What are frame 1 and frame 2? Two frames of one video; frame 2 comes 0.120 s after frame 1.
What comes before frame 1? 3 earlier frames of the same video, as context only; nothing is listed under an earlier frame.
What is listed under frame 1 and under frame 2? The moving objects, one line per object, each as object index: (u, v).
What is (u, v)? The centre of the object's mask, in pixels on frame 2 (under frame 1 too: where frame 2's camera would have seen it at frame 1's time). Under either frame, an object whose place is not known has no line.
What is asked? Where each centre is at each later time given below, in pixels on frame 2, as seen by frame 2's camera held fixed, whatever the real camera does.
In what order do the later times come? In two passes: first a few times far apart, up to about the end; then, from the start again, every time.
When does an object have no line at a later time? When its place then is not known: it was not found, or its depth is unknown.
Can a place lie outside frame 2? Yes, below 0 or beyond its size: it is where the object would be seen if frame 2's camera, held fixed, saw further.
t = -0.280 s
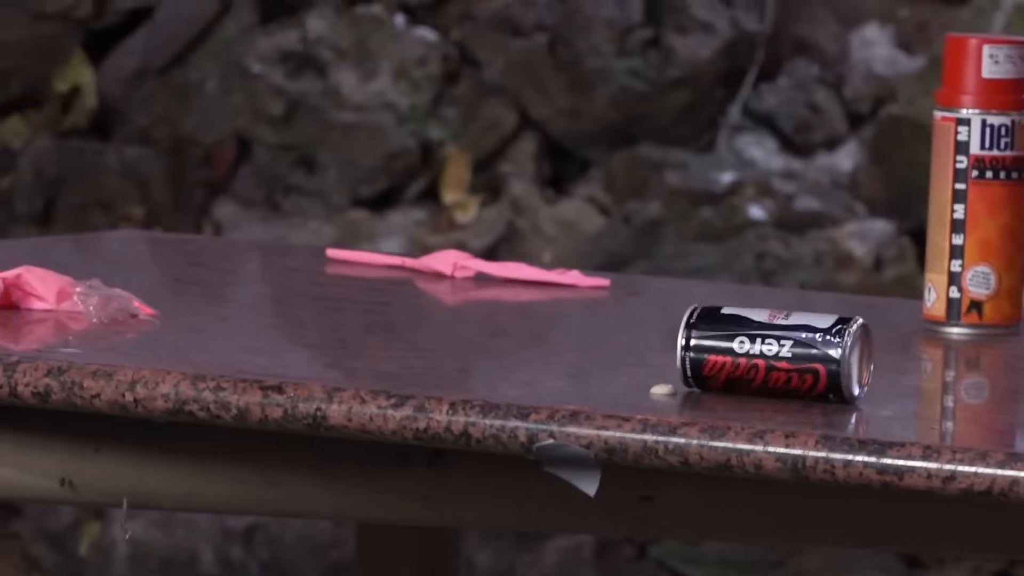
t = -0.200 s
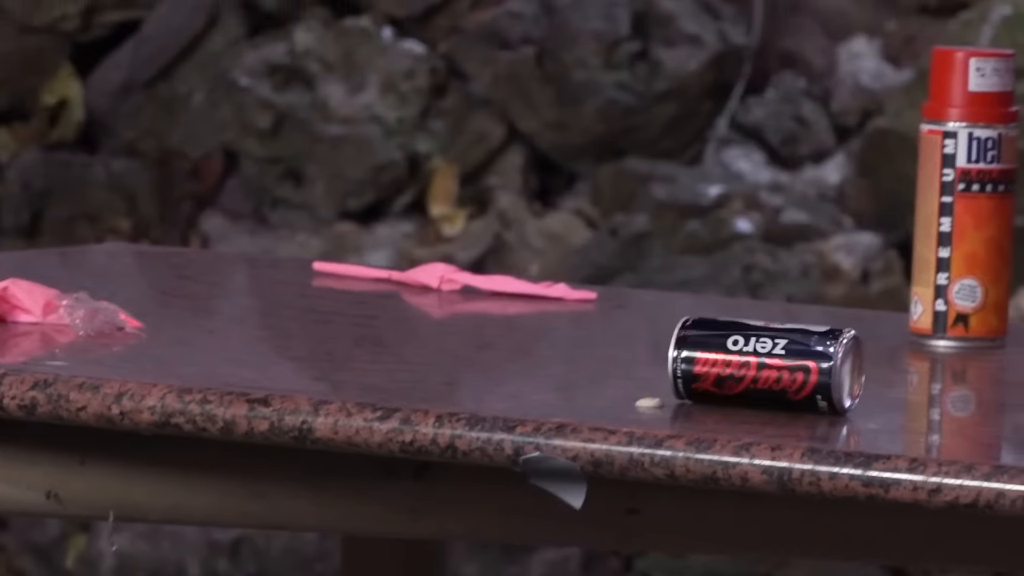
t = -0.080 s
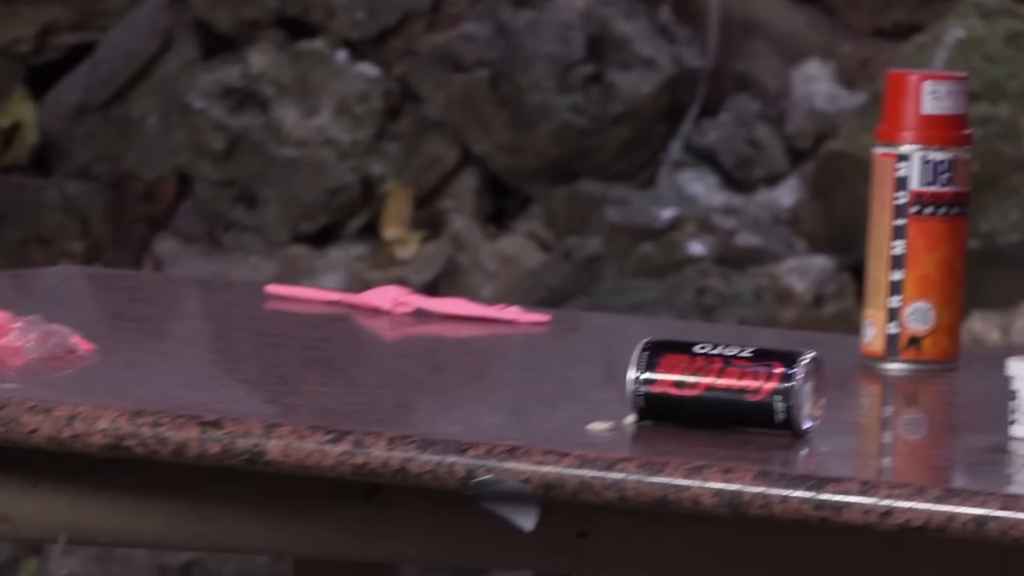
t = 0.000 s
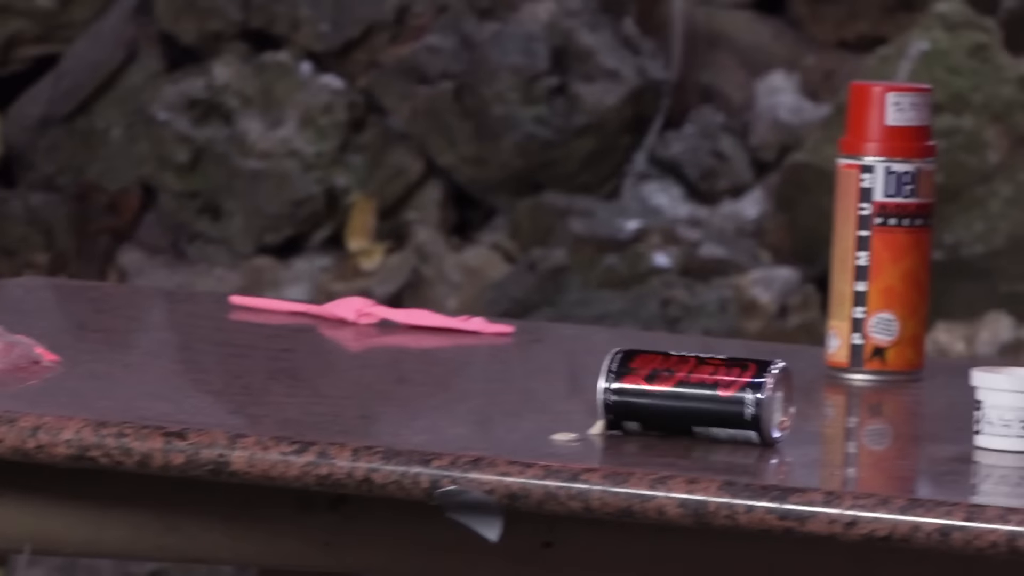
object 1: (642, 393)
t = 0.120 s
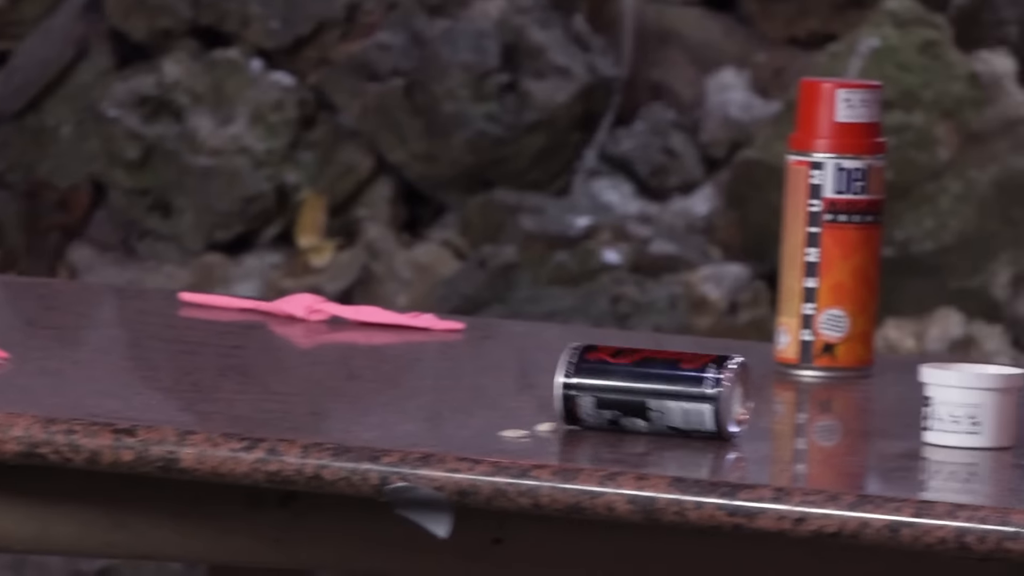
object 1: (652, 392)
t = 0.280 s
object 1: (665, 391)
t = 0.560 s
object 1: (689, 390)
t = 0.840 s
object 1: (711, 386)
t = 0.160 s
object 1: (655, 391)
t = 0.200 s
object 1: (659, 390)
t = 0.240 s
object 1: (662, 391)
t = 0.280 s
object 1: (665, 391)
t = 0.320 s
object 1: (670, 391)
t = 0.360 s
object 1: (673, 391)
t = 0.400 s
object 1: (677, 392)
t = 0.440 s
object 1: (680, 390)
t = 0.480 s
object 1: (683, 390)
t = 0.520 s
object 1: (686, 390)
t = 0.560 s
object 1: (689, 390)
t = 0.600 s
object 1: (692, 389)
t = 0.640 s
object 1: (695, 388)
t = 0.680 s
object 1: (698, 388)
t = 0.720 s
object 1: (702, 387)
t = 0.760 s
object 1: (705, 387)
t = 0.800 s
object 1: (708, 386)
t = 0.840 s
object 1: (711, 386)
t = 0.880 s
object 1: (715, 386)
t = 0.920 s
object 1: (717, 385)
